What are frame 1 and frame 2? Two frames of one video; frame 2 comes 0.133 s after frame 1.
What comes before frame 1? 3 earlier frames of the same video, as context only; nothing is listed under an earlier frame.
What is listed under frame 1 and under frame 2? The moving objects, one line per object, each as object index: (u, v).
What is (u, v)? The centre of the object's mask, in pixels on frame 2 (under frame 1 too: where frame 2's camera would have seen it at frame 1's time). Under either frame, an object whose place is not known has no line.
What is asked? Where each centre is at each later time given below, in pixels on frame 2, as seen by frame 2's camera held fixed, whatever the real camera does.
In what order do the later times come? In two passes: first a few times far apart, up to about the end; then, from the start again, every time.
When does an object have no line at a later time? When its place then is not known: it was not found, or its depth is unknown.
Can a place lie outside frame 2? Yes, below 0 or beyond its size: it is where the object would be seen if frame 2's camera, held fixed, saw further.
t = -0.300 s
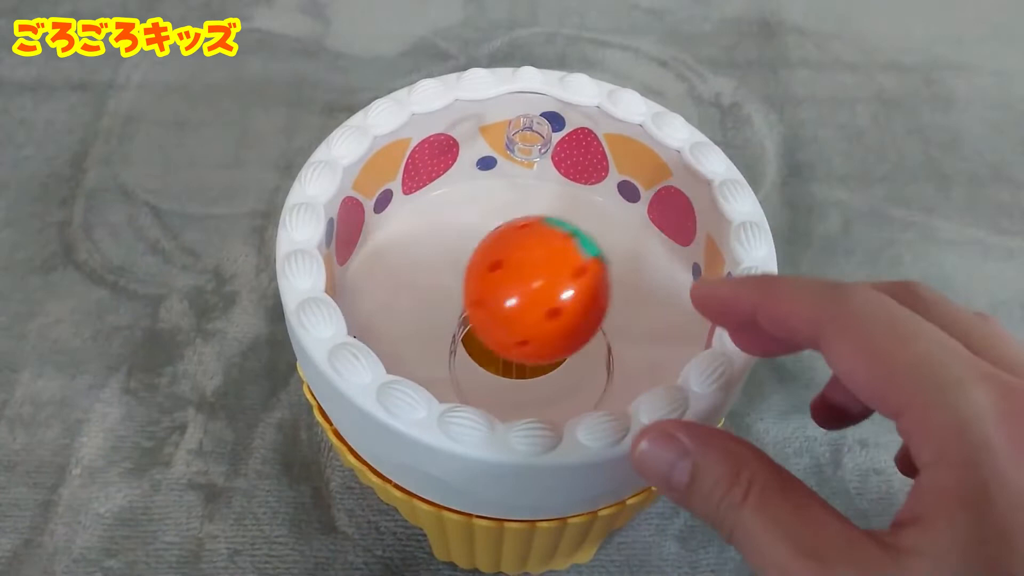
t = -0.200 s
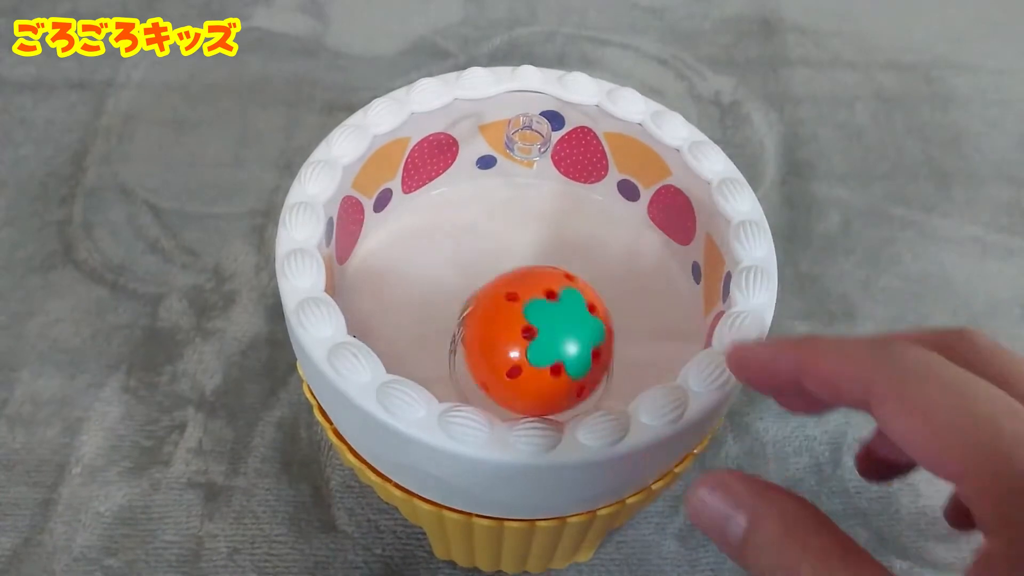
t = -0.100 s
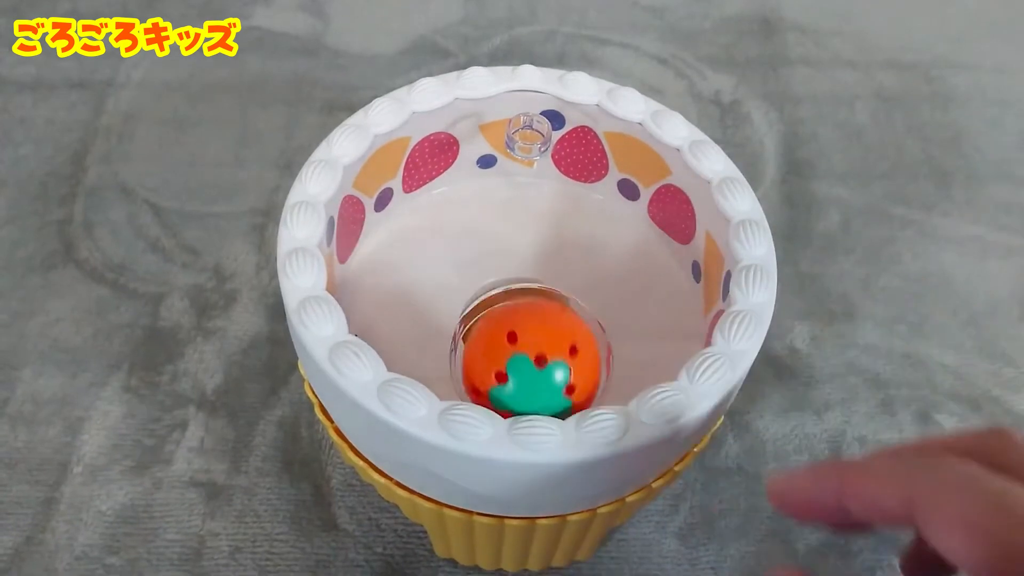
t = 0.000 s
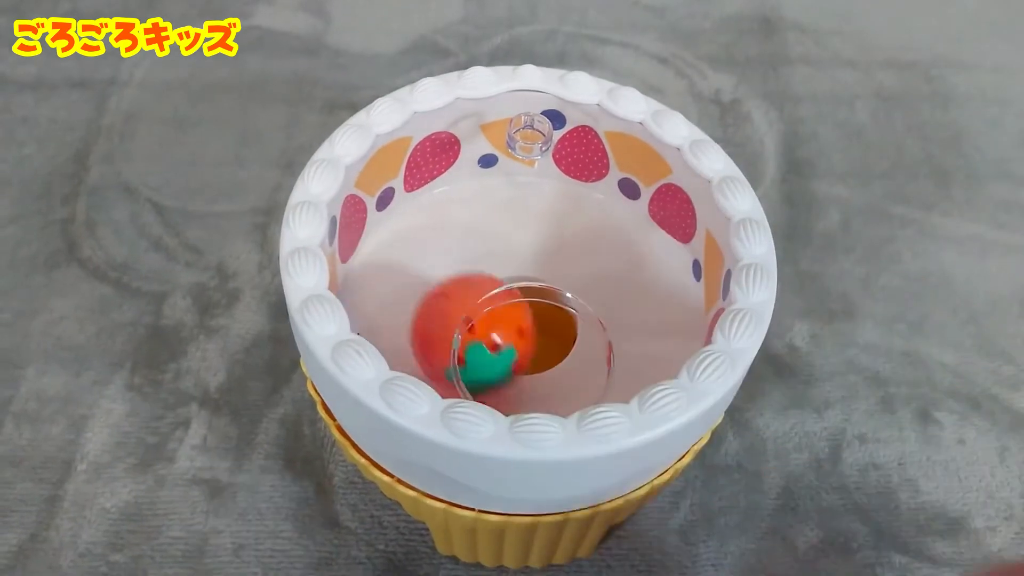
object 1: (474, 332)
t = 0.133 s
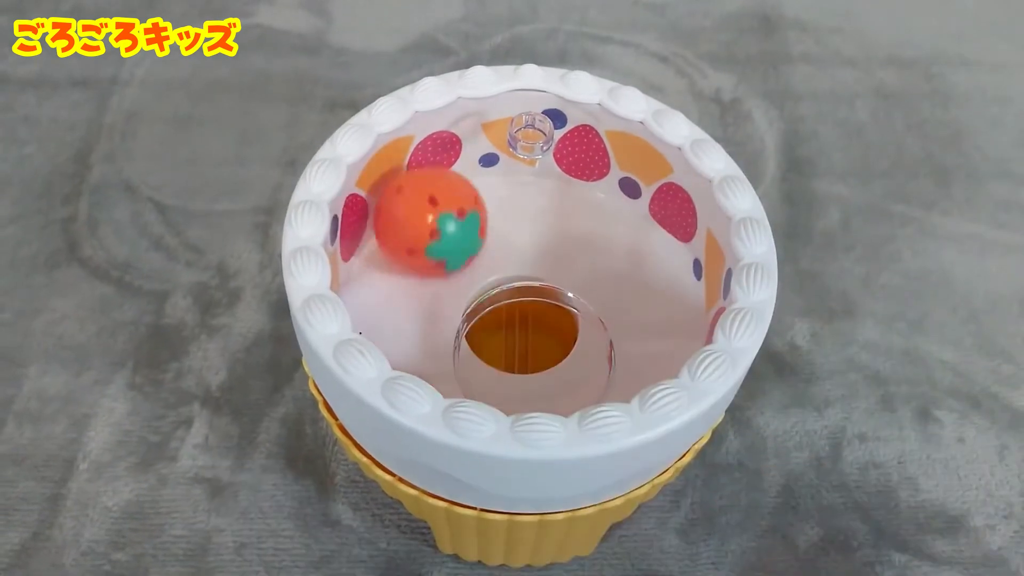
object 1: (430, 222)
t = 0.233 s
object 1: (471, 206)
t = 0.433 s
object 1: (604, 244)
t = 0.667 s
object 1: (631, 318)
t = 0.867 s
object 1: (519, 359)
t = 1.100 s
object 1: (463, 319)
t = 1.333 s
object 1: (558, 242)
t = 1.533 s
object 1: (626, 259)
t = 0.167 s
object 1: (438, 210)
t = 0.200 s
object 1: (453, 207)
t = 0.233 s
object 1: (471, 206)
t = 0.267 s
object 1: (489, 207)
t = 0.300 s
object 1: (512, 212)
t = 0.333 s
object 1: (535, 219)
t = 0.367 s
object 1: (560, 226)
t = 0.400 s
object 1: (583, 235)
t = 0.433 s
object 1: (604, 244)
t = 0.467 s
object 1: (622, 253)
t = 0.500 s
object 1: (635, 263)
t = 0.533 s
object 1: (645, 274)
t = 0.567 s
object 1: (649, 283)
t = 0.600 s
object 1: (649, 295)
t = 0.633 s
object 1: (642, 306)
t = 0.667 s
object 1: (631, 318)
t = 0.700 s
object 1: (615, 330)
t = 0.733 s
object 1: (596, 338)
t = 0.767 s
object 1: (574, 345)
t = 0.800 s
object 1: (553, 353)
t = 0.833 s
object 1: (533, 358)
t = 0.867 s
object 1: (519, 359)
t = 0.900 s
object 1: (500, 359)
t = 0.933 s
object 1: (486, 358)
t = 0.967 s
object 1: (494, 357)
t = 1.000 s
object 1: (490, 353)
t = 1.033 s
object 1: (488, 347)
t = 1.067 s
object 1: (461, 331)
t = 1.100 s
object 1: (463, 319)
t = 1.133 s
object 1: (467, 304)
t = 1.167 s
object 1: (473, 287)
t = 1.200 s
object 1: (483, 272)
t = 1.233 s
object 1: (500, 260)
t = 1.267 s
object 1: (520, 252)
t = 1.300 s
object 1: (541, 245)
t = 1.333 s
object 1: (558, 242)
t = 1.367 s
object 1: (573, 241)
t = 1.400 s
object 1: (587, 241)
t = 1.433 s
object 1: (600, 242)
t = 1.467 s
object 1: (612, 245)
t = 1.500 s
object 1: (620, 251)
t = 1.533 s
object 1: (626, 259)
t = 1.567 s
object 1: (629, 268)
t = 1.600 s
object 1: (630, 278)
